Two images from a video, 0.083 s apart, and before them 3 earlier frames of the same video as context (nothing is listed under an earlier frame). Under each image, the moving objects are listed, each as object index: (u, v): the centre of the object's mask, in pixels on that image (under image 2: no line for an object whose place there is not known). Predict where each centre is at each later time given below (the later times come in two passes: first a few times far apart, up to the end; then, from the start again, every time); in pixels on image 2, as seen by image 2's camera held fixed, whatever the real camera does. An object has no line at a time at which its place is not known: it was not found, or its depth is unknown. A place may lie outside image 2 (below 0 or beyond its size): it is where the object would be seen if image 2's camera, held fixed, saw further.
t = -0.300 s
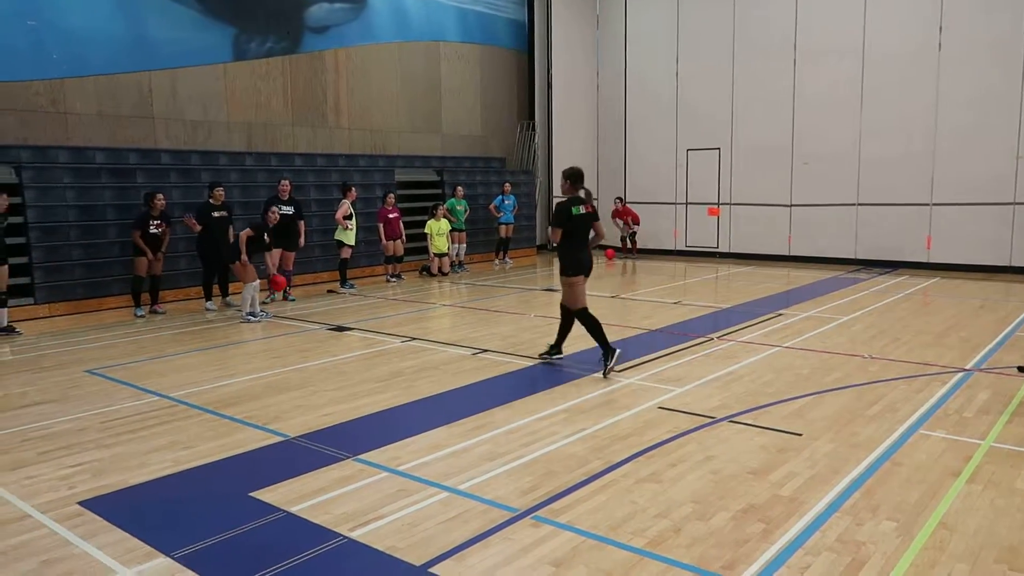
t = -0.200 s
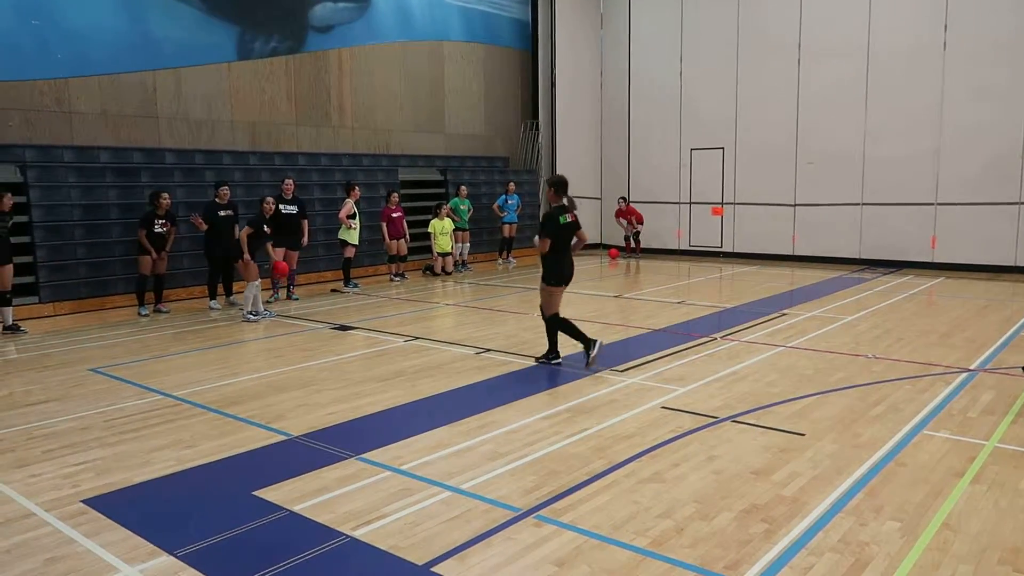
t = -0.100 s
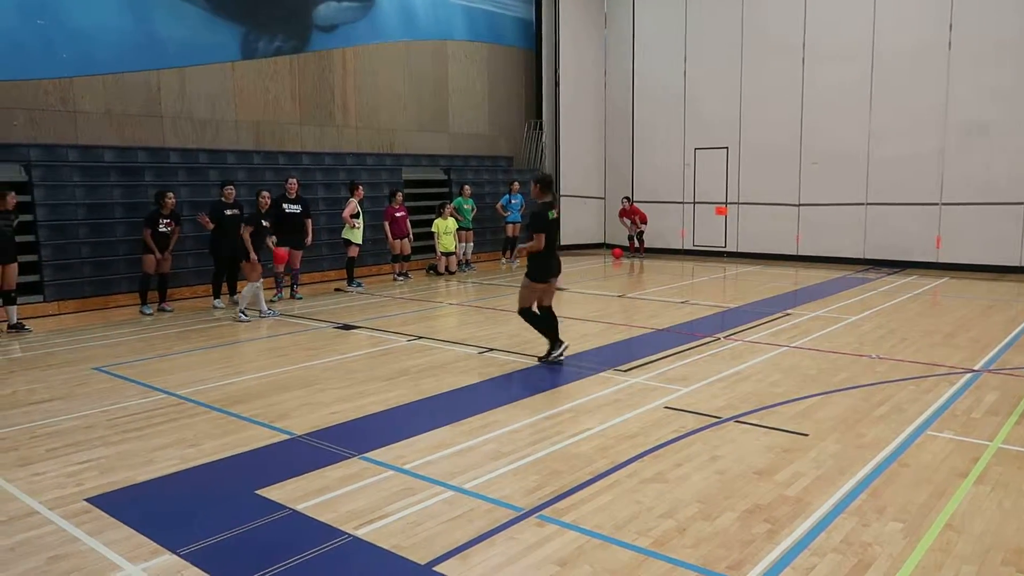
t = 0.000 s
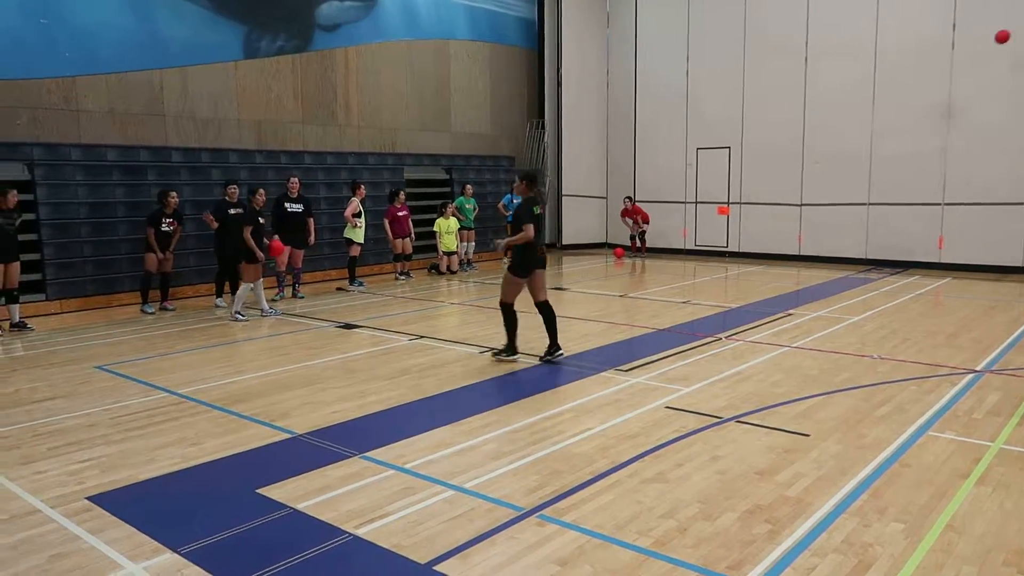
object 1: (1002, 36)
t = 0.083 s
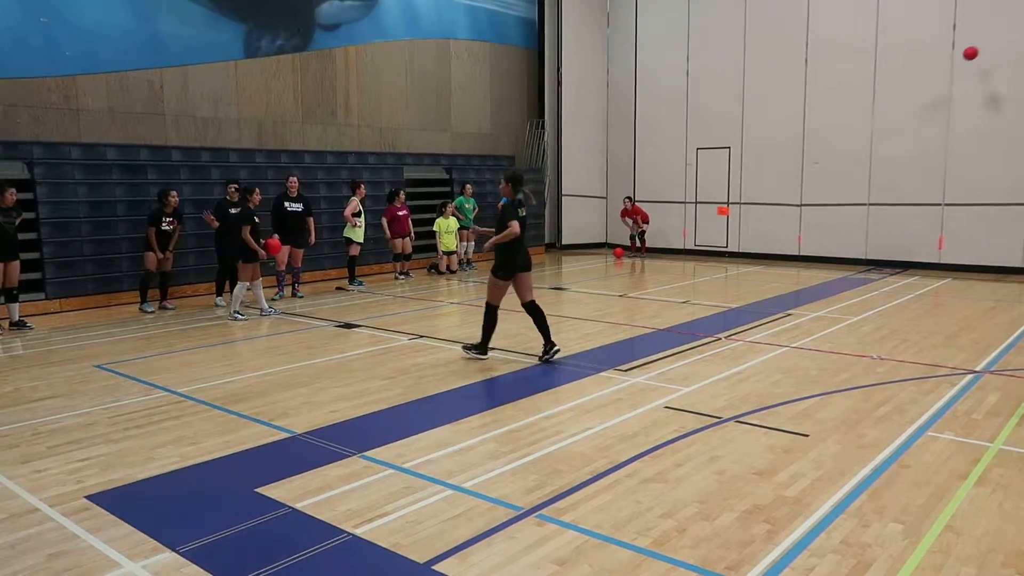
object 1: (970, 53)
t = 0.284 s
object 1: (904, 104)
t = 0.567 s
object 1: (842, 173)
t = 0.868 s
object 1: (789, 252)
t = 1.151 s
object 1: (761, 212)
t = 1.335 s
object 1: (743, 211)
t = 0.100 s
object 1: (964, 57)
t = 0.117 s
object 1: (958, 60)
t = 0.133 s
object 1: (953, 64)
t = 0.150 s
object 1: (947, 68)
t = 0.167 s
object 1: (941, 72)
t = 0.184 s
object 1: (935, 77)
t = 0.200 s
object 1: (930, 81)
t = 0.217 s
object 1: (924, 85)
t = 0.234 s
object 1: (919, 90)
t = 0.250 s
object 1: (914, 94)
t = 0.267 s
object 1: (909, 99)
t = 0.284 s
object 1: (904, 104)
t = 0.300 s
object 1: (900, 107)
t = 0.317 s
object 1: (896, 110)
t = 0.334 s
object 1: (892, 114)
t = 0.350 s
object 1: (889, 117)
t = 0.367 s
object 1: (885, 121)
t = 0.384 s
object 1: (881, 124)
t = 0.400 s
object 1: (878, 128)
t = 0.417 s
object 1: (874, 132)
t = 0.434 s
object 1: (870, 136)
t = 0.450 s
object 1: (867, 141)
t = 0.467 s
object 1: (863, 145)
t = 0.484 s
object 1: (860, 149)
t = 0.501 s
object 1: (856, 154)
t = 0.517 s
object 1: (853, 159)
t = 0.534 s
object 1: (849, 163)
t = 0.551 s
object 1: (846, 168)
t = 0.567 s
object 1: (842, 173)
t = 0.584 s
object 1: (839, 179)
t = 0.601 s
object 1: (836, 184)
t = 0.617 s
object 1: (832, 189)
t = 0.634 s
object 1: (829, 195)
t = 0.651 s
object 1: (826, 199)
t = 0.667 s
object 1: (823, 206)
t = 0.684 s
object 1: (819, 212)
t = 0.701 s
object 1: (816, 218)
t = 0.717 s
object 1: (812, 224)
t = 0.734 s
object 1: (809, 230)
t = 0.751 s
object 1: (806, 236)
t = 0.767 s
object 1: (803, 242)
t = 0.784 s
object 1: (800, 249)
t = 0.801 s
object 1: (796, 255)
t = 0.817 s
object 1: (794, 261)
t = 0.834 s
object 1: (792, 259)
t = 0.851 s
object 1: (791, 255)
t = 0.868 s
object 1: (789, 252)
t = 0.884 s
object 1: (788, 248)
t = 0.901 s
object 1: (786, 244)
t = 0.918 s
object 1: (784, 241)
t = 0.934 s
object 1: (783, 238)
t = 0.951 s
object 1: (781, 235)
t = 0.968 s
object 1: (780, 233)
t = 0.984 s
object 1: (778, 230)
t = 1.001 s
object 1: (776, 228)
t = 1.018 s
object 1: (775, 225)
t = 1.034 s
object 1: (773, 223)
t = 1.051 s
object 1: (771, 221)
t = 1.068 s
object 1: (770, 219)
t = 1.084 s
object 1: (768, 218)
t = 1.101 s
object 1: (767, 216)
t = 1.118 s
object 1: (765, 215)
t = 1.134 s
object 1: (763, 214)
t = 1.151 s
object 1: (761, 212)
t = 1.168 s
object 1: (760, 211)
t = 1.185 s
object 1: (758, 211)
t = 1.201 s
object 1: (756, 210)
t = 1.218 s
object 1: (755, 210)
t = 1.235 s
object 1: (753, 209)
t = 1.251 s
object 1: (752, 209)
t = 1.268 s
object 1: (750, 209)
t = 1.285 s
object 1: (748, 209)
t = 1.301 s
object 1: (746, 209)
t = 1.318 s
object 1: (745, 210)
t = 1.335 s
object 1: (743, 211)
